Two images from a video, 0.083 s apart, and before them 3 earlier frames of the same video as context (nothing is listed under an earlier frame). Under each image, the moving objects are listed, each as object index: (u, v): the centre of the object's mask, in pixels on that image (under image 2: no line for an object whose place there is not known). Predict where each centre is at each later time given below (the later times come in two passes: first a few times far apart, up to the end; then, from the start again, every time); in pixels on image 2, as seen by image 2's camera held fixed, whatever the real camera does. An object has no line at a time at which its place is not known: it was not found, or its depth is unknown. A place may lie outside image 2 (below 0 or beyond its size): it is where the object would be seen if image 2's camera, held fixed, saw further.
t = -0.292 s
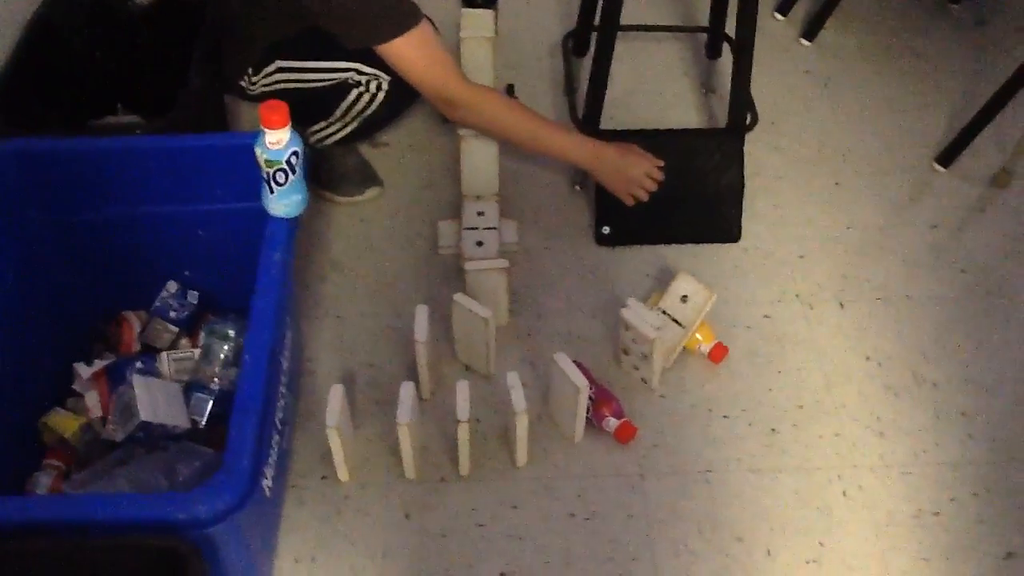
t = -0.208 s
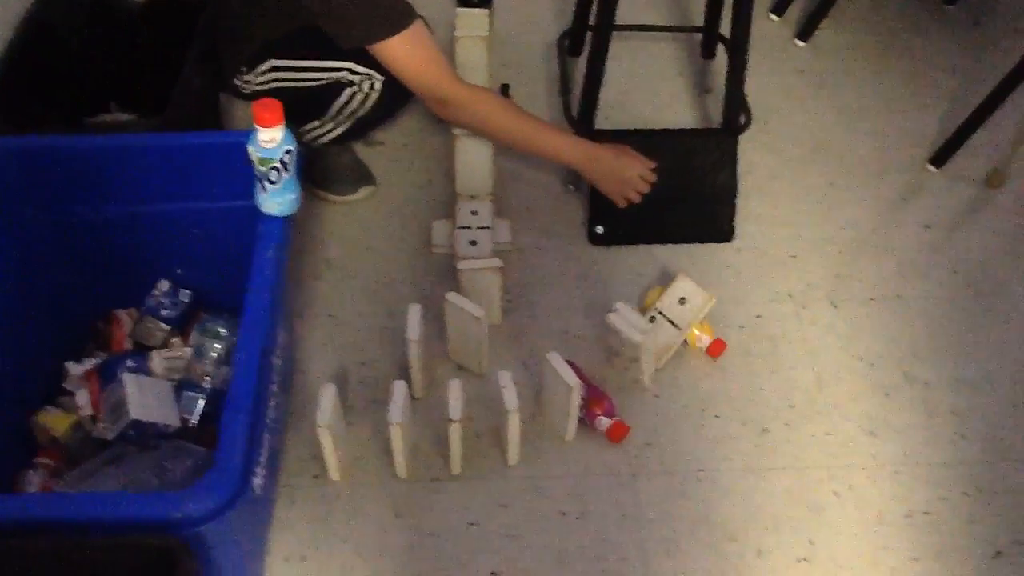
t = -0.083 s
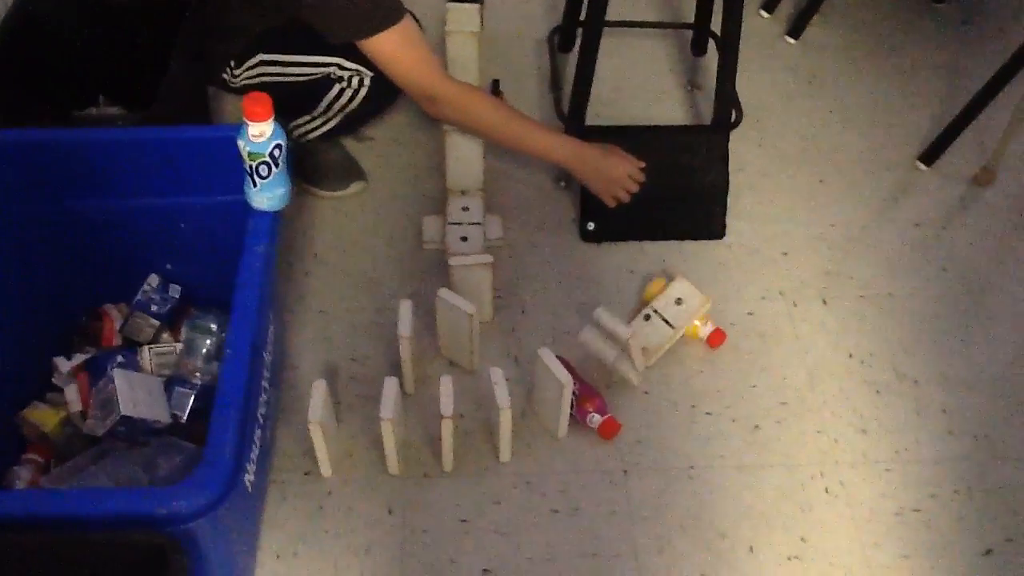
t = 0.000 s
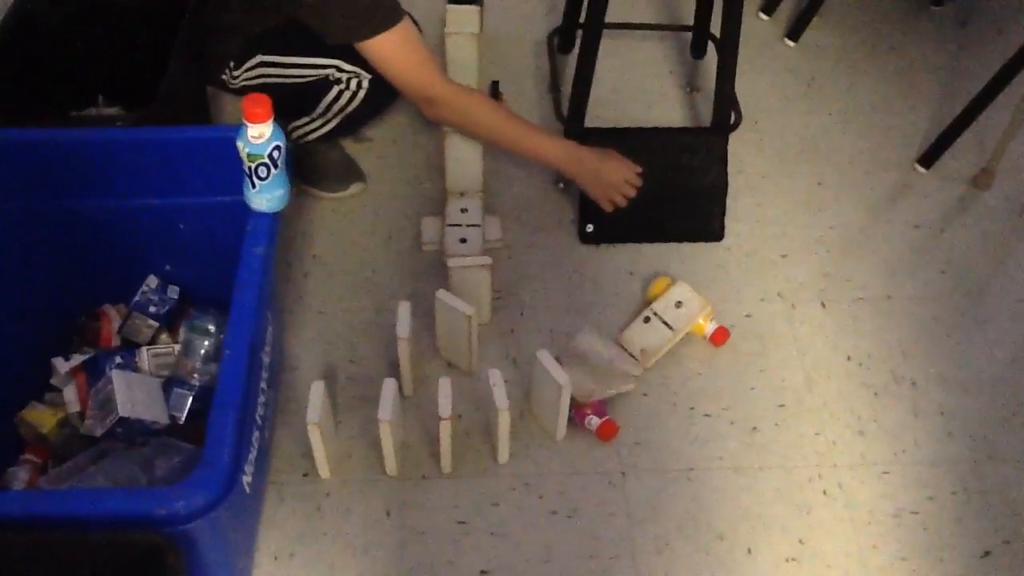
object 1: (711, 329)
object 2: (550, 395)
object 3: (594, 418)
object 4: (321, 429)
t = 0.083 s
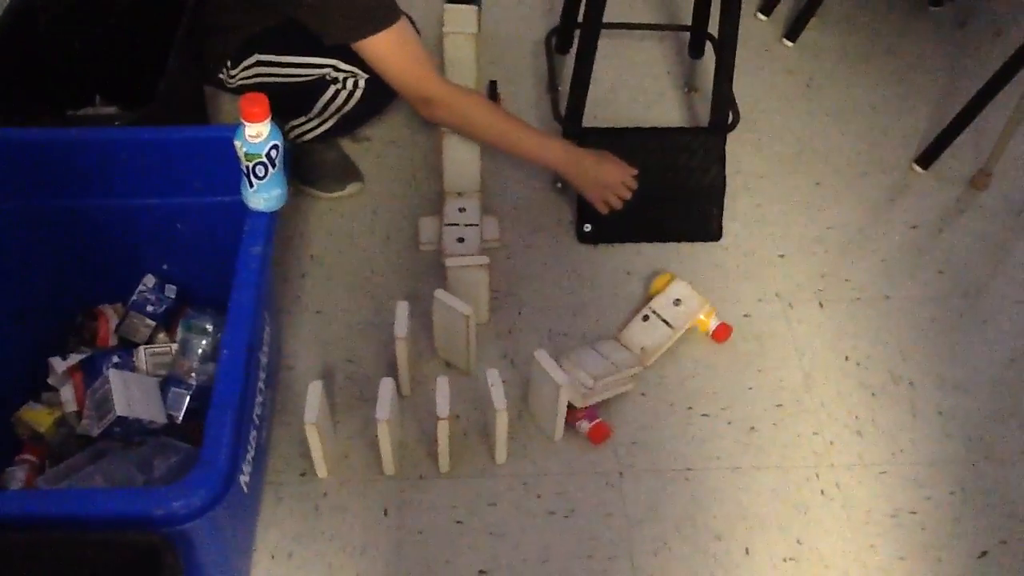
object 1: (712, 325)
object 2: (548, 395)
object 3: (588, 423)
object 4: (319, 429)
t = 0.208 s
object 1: (716, 319)
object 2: (541, 401)
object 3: (582, 428)
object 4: (319, 429)
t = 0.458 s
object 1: (707, 300)
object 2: (521, 409)
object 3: (558, 410)
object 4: (319, 428)
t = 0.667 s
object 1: (709, 297)
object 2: (503, 425)
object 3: (558, 410)
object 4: (319, 427)
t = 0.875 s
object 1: (709, 291)
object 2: (501, 432)
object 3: (559, 411)
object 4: (299, 454)
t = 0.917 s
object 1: (711, 289)
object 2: (500, 433)
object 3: (558, 410)
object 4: (299, 454)
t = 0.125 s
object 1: (715, 325)
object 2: (546, 396)
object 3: (585, 426)
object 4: (319, 429)
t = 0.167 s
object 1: (715, 321)
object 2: (544, 397)
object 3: (583, 428)
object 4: (319, 429)
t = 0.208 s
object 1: (716, 319)
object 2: (541, 401)
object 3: (582, 428)
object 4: (319, 429)
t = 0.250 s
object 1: (704, 305)
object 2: (539, 401)
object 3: (580, 427)
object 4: (319, 429)
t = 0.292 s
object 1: (706, 304)
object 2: (536, 404)
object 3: (578, 427)
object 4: (319, 429)
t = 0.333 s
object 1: (706, 303)
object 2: (533, 406)
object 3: (568, 415)
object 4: (319, 429)
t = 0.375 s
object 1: (707, 302)
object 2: (529, 405)
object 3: (563, 411)
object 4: (319, 429)
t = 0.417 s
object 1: (707, 301)
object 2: (525, 407)
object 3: (559, 410)
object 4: (319, 428)
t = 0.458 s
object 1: (707, 300)
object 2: (521, 409)
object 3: (558, 410)
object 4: (319, 428)
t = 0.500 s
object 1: (707, 300)
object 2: (516, 412)
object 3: (558, 410)
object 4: (320, 429)
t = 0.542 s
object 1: (707, 299)
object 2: (510, 416)
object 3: (557, 410)
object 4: (320, 429)
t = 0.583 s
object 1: (709, 299)
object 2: (507, 420)
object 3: (558, 410)
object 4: (319, 429)
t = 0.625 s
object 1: (708, 298)
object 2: (504, 422)
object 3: (558, 410)
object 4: (319, 428)
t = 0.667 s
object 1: (709, 297)
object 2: (503, 425)
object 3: (558, 410)
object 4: (319, 427)
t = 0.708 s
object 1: (709, 296)
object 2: (501, 428)
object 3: (559, 410)
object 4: (319, 428)
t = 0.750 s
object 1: (710, 294)
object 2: (501, 430)
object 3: (559, 410)
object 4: (315, 426)
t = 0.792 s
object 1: (709, 293)
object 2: (501, 432)
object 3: (559, 410)
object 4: (305, 438)
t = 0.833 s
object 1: (708, 292)
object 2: (501, 432)
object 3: (558, 410)
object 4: (302, 455)
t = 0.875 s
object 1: (709, 291)
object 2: (501, 432)
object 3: (559, 411)
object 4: (299, 454)
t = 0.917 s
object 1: (711, 289)
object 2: (500, 433)
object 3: (558, 410)
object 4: (299, 454)
